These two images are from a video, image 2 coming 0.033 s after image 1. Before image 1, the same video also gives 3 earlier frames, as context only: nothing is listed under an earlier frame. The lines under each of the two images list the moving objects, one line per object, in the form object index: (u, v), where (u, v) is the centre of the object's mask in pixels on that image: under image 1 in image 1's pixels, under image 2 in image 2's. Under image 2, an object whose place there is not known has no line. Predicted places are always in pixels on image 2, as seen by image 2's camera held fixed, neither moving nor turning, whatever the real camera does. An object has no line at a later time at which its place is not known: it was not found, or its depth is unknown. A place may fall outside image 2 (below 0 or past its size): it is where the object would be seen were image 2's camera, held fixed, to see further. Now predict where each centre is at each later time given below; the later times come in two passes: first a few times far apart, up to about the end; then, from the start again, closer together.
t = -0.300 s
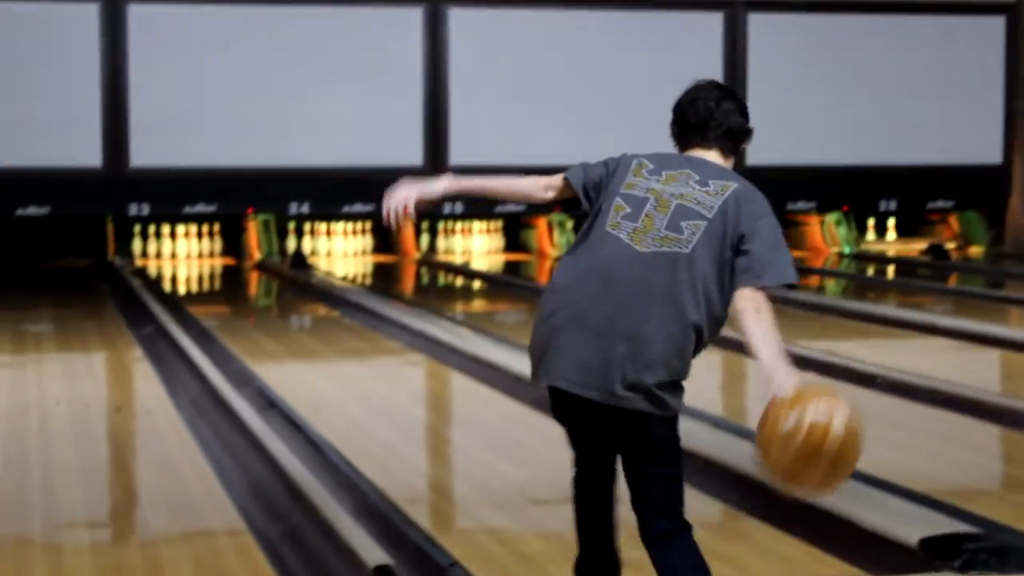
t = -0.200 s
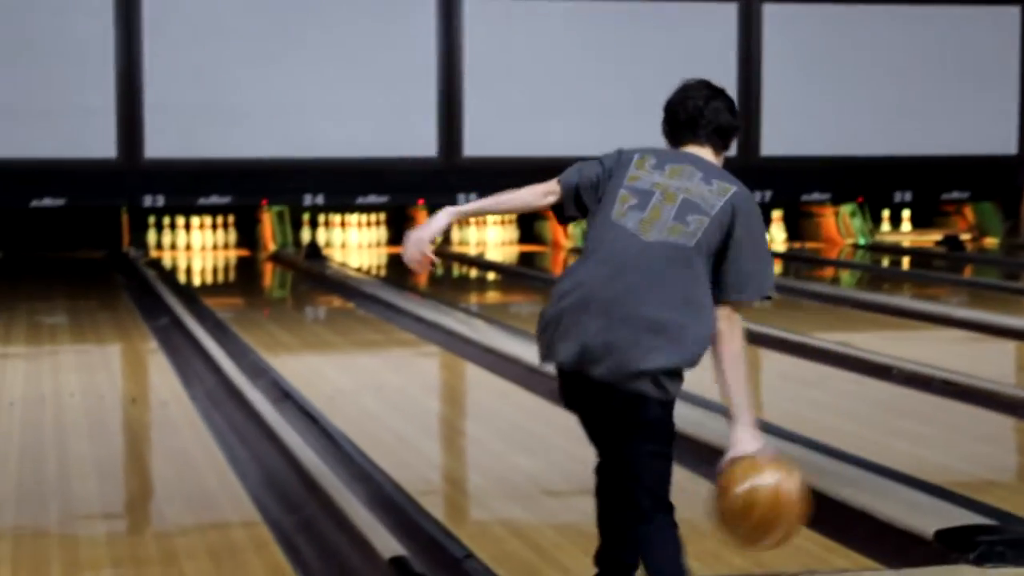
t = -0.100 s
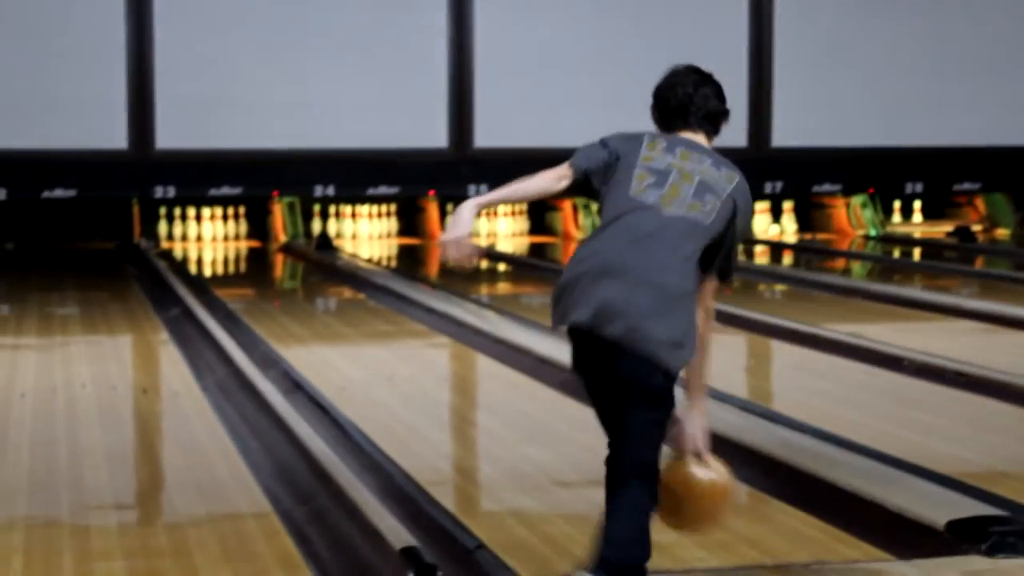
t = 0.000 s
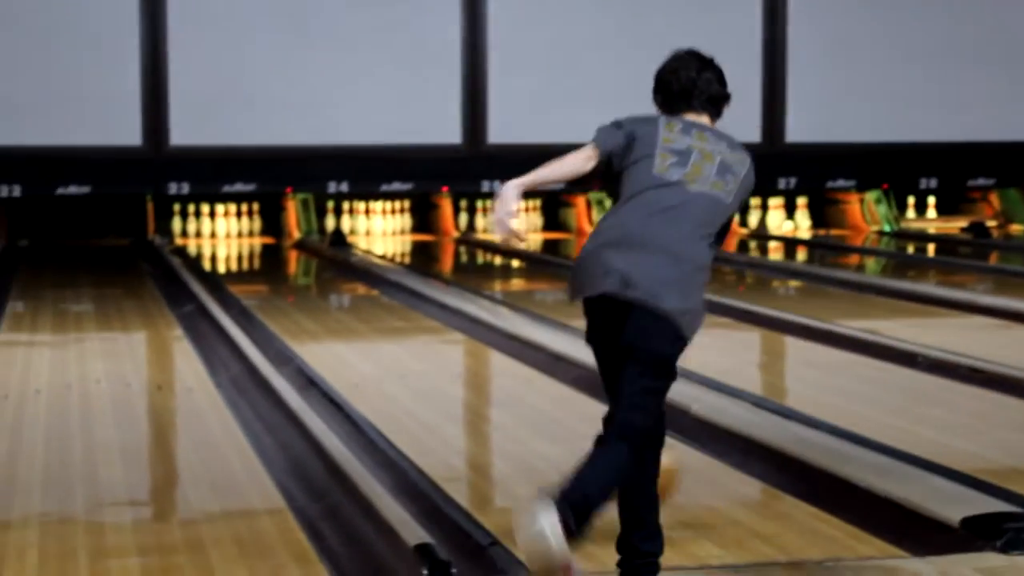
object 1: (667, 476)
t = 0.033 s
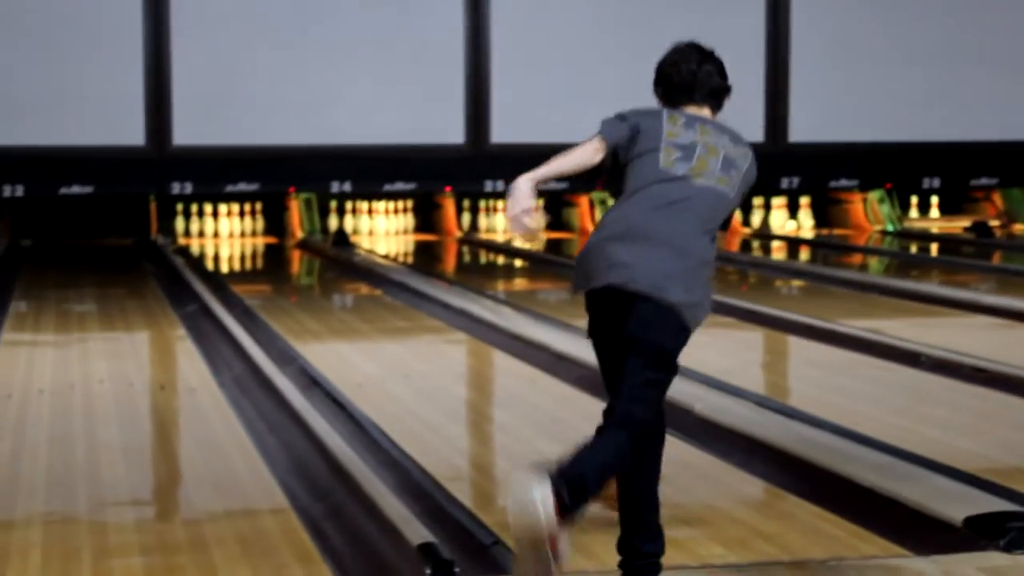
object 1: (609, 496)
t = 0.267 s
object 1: (518, 429)
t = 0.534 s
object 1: (439, 379)
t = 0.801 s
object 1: (386, 345)
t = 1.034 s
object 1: (350, 320)
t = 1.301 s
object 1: (320, 301)
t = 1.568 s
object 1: (296, 284)
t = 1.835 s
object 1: (276, 270)
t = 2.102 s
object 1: (259, 259)
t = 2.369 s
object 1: (245, 250)
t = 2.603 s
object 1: (236, 243)
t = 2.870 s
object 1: (226, 237)
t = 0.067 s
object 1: (599, 498)
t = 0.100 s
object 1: (593, 486)
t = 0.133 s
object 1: (582, 478)
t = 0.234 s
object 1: (523, 437)
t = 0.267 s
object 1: (518, 429)
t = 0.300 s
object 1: (506, 423)
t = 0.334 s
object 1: (495, 416)
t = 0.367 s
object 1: (484, 409)
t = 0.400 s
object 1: (475, 402)
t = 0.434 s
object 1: (465, 396)
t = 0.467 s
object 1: (455, 391)
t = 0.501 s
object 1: (446, 385)
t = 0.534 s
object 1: (439, 379)
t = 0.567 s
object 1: (432, 374)
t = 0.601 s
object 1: (424, 370)
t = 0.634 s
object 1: (417, 365)
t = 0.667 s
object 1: (410, 361)
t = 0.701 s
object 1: (404, 356)
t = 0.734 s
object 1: (397, 353)
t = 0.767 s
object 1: (391, 348)
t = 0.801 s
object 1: (386, 345)
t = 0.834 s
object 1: (380, 341)
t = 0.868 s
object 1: (374, 337)
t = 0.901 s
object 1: (368, 333)
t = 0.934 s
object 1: (363, 330)
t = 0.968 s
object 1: (359, 326)
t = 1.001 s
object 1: (355, 323)
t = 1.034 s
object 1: (350, 320)
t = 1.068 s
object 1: (346, 318)
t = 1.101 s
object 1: (342, 314)
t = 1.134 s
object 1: (338, 312)
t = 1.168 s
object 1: (334, 309)
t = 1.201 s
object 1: (330, 307)
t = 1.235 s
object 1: (326, 305)
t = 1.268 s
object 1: (322, 302)
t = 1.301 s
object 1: (320, 301)
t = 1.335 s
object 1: (317, 298)
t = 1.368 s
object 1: (314, 296)
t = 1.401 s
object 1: (310, 293)
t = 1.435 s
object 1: (307, 291)
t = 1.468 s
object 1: (304, 290)
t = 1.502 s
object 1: (302, 288)
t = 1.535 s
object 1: (298, 286)
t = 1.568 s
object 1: (296, 284)
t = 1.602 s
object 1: (293, 282)
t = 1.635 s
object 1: (290, 281)
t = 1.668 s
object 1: (286, 279)
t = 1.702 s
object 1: (284, 277)
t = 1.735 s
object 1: (282, 275)
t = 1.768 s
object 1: (280, 274)
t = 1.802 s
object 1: (278, 272)
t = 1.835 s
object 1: (276, 270)
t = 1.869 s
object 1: (274, 268)
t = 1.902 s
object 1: (272, 267)
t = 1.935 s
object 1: (269, 266)
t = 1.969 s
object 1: (267, 264)
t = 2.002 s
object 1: (266, 263)
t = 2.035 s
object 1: (264, 261)
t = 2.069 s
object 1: (261, 260)
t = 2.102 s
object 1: (259, 259)
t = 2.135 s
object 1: (257, 258)
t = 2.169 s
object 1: (255, 257)
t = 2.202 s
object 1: (253, 255)
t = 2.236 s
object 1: (252, 255)
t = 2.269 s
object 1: (250, 254)
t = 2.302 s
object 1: (249, 253)
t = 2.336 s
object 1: (247, 253)
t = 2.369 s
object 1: (245, 250)
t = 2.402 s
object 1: (245, 249)
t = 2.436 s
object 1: (244, 248)
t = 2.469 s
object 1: (240, 247)
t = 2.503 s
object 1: (239, 246)
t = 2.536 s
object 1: (238, 246)
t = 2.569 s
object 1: (237, 244)
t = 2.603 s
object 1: (236, 243)
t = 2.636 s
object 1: (235, 242)
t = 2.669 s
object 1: (234, 241)
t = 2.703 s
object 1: (232, 240)
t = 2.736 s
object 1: (231, 239)
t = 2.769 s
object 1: (230, 239)
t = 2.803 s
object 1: (228, 238)
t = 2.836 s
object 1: (227, 237)
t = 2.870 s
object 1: (226, 237)
